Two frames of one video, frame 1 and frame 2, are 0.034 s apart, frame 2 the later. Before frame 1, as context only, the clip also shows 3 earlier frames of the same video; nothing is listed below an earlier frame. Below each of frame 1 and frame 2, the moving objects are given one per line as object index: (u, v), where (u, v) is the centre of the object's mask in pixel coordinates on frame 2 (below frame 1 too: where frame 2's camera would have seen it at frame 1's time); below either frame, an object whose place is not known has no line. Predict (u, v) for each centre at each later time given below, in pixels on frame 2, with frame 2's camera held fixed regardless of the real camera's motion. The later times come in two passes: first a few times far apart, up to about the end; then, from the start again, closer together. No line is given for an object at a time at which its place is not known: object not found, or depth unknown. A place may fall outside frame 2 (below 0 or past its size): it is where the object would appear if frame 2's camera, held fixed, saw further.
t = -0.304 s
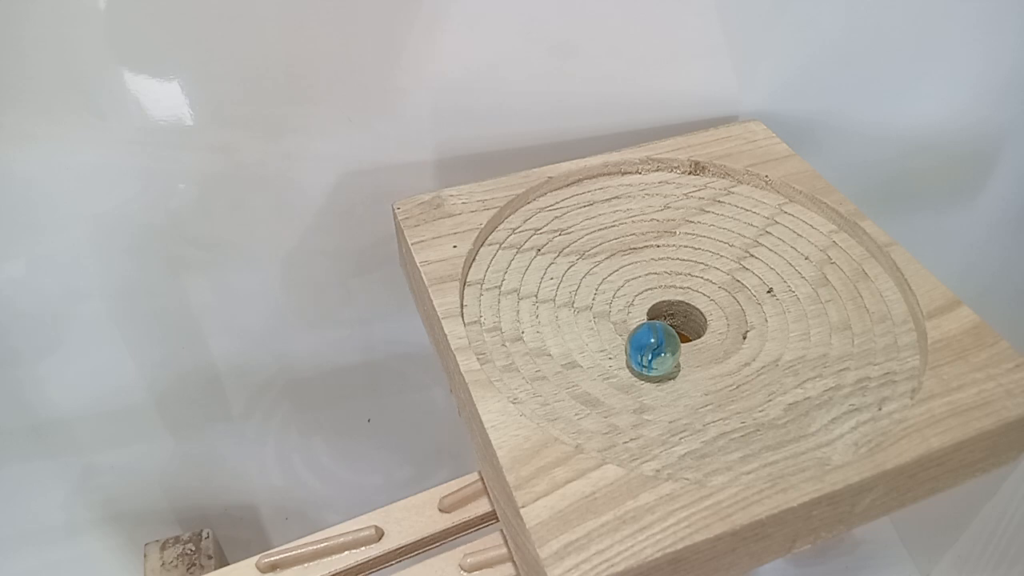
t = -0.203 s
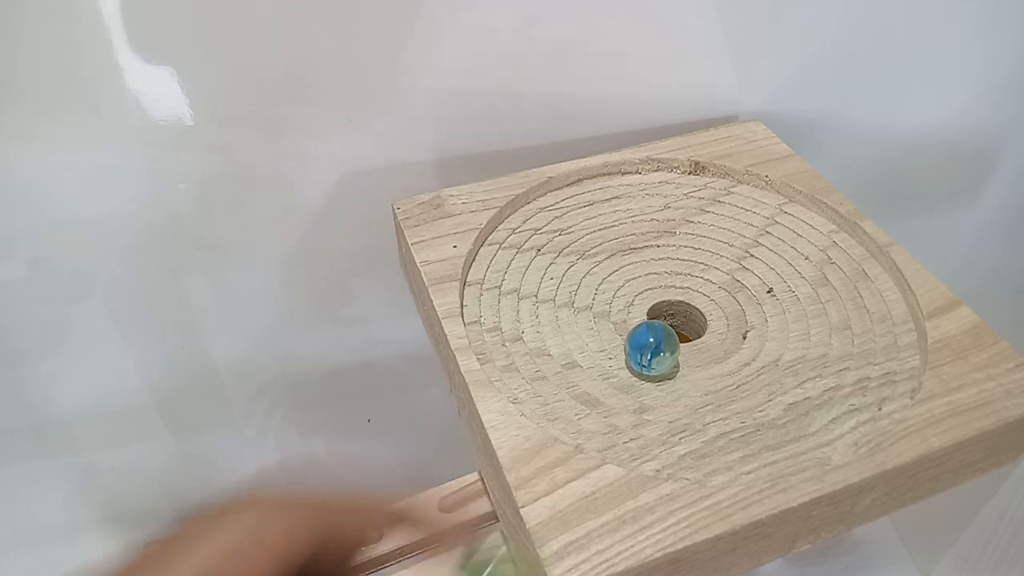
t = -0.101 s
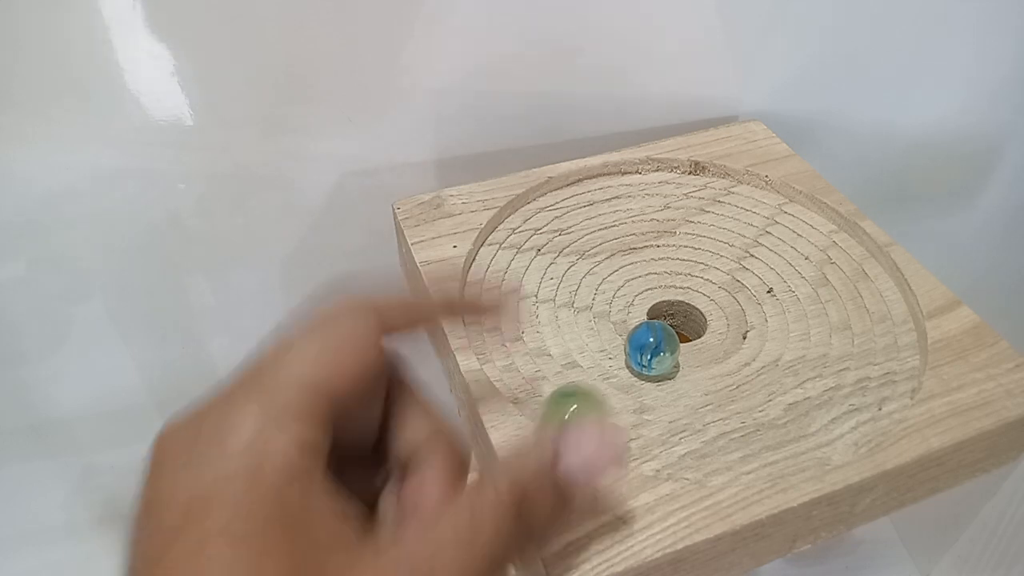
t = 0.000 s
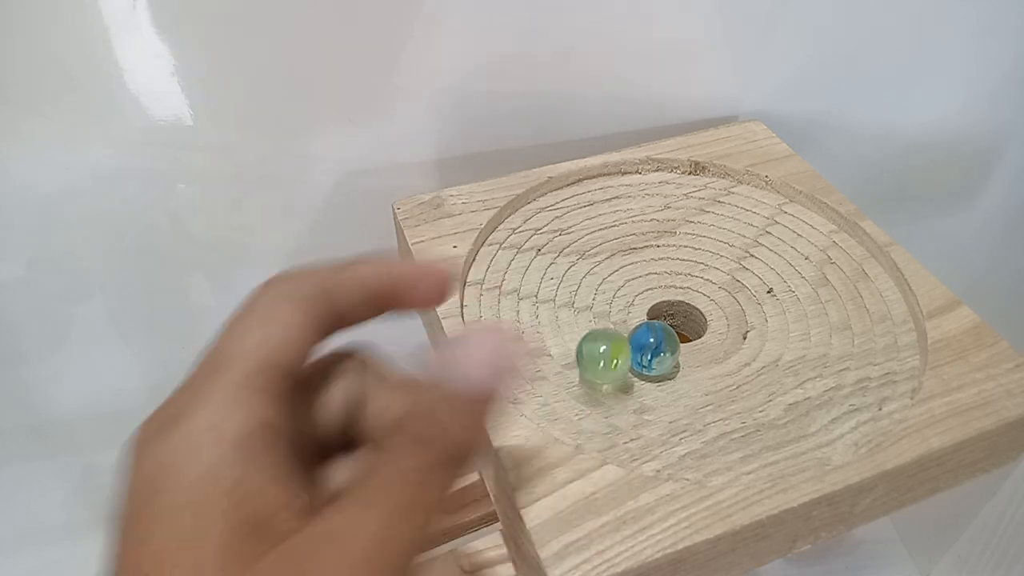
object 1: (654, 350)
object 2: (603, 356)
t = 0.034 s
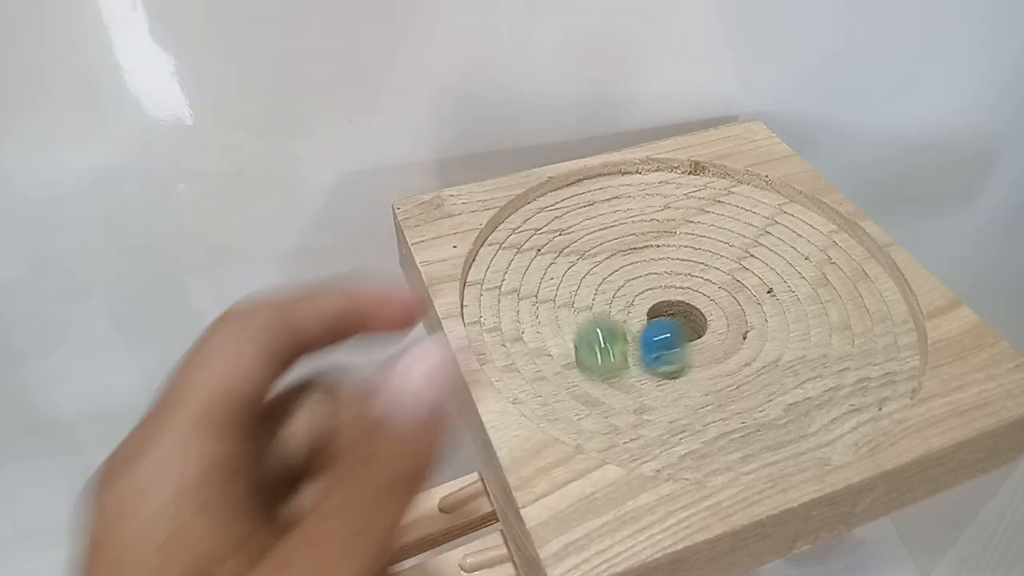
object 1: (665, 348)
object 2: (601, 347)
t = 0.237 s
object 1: (726, 297)
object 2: (609, 237)
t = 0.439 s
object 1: (667, 289)
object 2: (662, 216)
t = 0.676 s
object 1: (694, 349)
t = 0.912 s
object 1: (649, 340)
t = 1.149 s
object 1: (662, 281)
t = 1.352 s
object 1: (702, 317)
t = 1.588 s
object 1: (639, 319)
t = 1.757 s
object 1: (677, 330)
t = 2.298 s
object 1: (471, 517)
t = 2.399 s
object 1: (364, 560)
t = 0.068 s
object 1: (678, 339)
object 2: (597, 328)
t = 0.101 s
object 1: (692, 333)
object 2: (596, 306)
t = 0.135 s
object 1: (704, 325)
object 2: (597, 288)
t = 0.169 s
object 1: (716, 316)
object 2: (599, 268)
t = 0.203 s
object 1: (725, 306)
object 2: (602, 250)
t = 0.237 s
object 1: (726, 297)
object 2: (609, 237)
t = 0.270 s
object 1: (723, 290)
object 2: (617, 228)
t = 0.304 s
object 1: (715, 284)
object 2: (626, 221)
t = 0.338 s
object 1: (706, 280)
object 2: (636, 217)
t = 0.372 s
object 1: (693, 281)
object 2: (645, 214)
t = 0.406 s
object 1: (680, 282)
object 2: (654, 215)
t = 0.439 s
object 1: (667, 289)
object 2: (662, 216)
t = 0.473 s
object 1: (658, 301)
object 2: (671, 219)
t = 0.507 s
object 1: (659, 313)
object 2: (679, 225)
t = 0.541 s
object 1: (664, 326)
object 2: (688, 235)
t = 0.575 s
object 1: (670, 332)
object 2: (696, 248)
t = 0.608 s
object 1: (679, 342)
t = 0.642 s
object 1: (688, 348)
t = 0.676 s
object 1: (694, 349)
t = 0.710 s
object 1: (693, 351)
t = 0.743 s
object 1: (684, 357)
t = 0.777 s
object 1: (675, 359)
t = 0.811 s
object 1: (666, 358)
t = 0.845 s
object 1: (658, 354)
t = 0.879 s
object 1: (653, 347)
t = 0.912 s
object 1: (649, 340)
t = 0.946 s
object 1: (646, 332)
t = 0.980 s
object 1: (641, 322)
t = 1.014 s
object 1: (638, 312)
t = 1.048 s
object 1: (637, 301)
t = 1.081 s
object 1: (640, 291)
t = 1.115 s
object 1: (650, 284)
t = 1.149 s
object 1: (662, 281)
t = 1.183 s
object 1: (674, 277)
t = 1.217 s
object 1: (686, 280)
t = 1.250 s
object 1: (696, 287)
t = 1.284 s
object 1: (704, 296)
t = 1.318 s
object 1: (707, 307)
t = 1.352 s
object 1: (702, 317)
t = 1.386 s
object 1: (691, 323)
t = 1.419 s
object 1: (679, 327)
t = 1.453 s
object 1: (665, 329)
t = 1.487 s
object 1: (653, 329)
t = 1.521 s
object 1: (643, 327)
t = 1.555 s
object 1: (637, 323)
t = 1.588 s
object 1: (639, 319)
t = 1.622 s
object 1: (643, 318)
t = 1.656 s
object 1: (653, 316)
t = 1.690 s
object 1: (663, 313)
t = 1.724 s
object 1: (676, 320)
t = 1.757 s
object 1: (677, 330)
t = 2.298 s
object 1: (471, 517)
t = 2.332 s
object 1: (439, 534)
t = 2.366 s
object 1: (402, 549)
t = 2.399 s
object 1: (364, 560)
